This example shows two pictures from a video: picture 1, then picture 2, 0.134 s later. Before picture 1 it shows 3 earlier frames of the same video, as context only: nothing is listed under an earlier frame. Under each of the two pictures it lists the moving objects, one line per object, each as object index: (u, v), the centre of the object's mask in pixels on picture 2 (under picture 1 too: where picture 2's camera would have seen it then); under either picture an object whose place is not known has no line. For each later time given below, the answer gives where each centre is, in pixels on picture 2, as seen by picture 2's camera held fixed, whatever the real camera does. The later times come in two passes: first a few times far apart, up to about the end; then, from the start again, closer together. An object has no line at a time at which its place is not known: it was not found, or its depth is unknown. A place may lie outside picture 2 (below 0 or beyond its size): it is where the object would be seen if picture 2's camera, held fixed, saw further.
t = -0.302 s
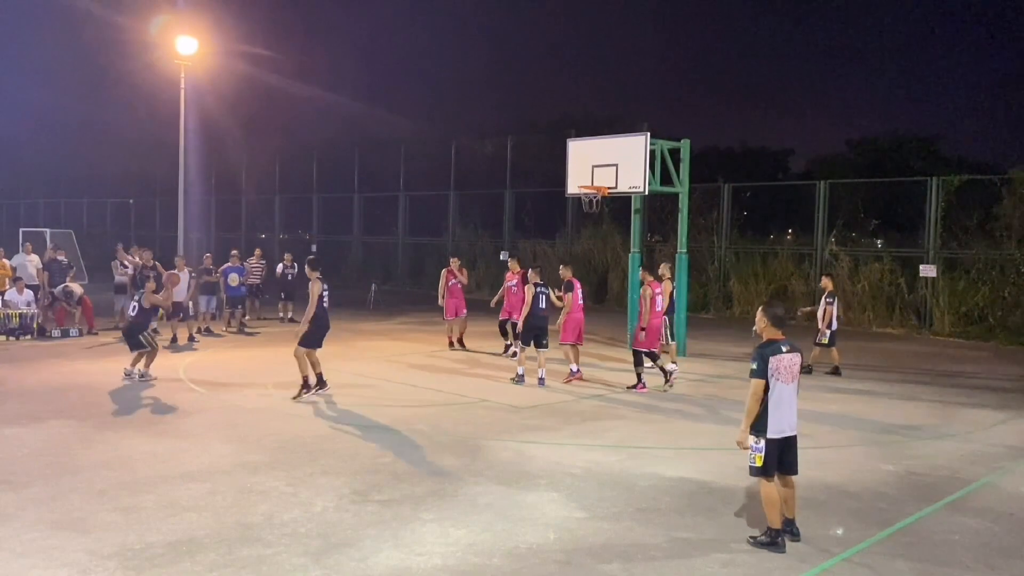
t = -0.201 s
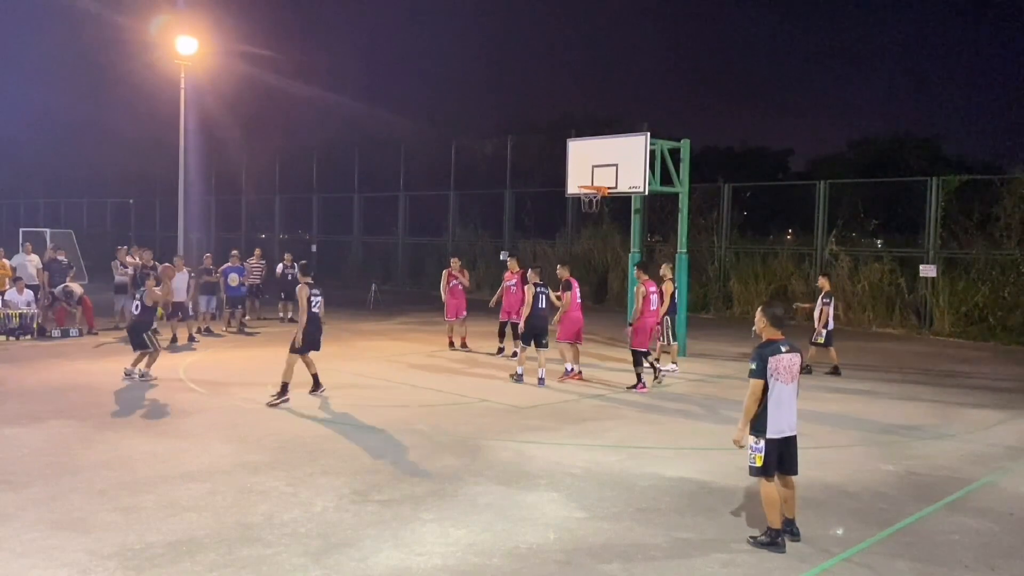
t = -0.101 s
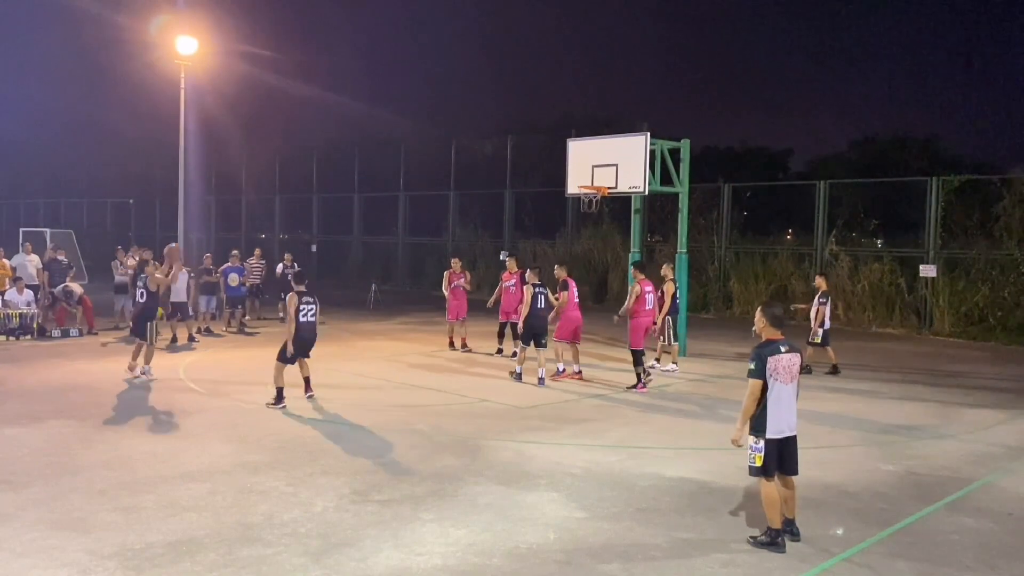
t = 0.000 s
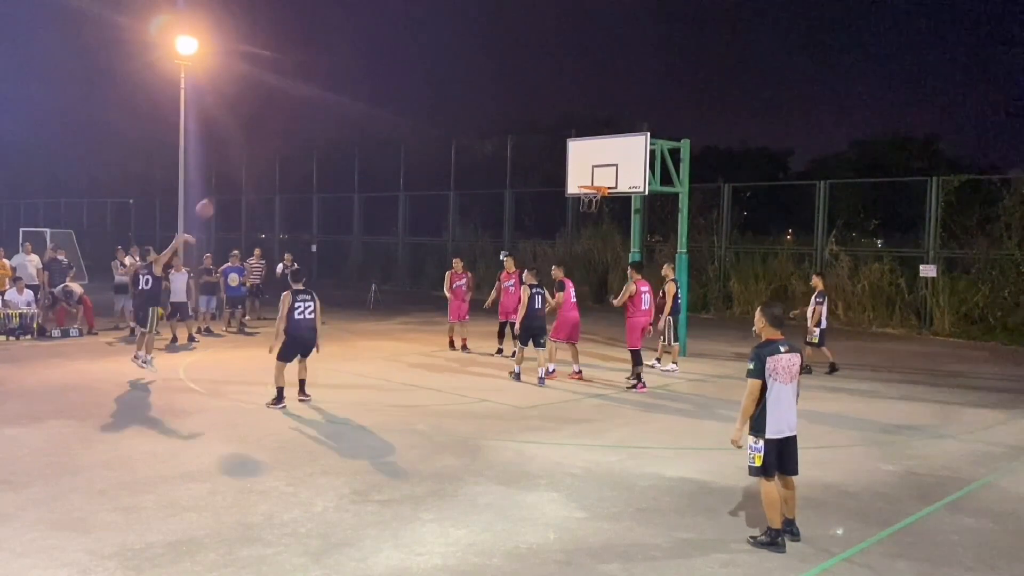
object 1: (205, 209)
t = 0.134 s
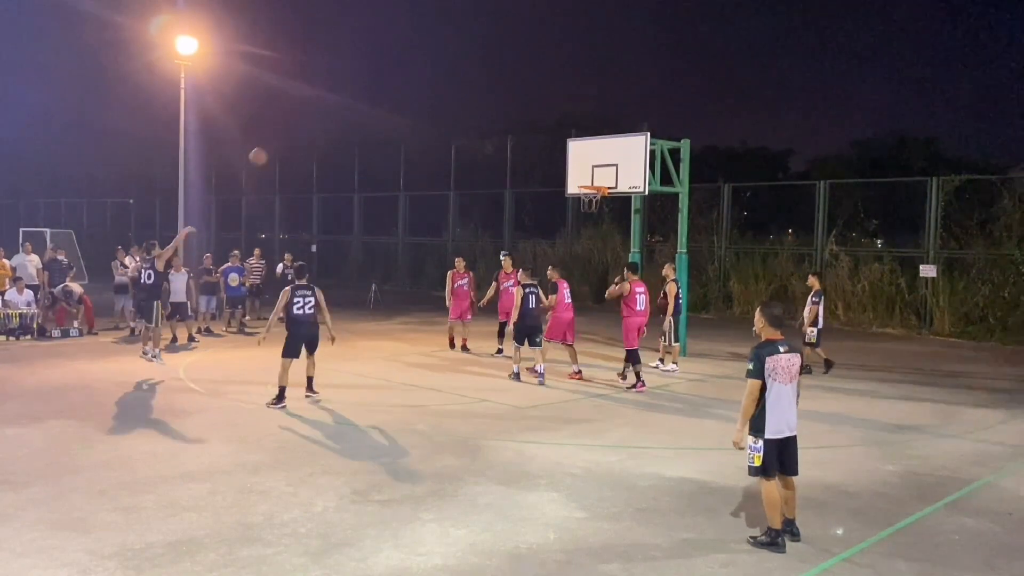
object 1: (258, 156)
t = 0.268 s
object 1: (308, 119)
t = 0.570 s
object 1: (411, 82)
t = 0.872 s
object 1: (502, 101)
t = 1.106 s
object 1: (564, 150)
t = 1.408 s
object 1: (579, 212)
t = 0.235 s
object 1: (296, 127)
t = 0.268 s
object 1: (308, 119)
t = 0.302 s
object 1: (320, 112)
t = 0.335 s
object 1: (332, 106)
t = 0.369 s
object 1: (344, 100)
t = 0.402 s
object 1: (355, 95)
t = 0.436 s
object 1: (367, 91)
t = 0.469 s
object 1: (378, 87)
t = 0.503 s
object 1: (389, 85)
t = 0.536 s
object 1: (400, 83)
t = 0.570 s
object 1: (411, 82)
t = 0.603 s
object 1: (421, 81)
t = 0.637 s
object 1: (432, 82)
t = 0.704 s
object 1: (452, 84)
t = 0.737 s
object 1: (463, 86)
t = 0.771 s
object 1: (473, 89)
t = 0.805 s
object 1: (483, 92)
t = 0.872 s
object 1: (502, 101)
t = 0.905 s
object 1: (511, 106)
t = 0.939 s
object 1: (521, 112)
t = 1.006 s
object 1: (539, 126)
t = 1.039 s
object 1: (548, 133)
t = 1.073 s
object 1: (557, 141)
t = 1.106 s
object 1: (564, 150)
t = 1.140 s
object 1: (574, 159)
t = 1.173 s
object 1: (582, 168)
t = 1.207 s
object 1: (591, 178)
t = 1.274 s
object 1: (598, 194)
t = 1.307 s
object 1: (590, 202)
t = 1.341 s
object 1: (586, 204)
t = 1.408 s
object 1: (579, 212)
